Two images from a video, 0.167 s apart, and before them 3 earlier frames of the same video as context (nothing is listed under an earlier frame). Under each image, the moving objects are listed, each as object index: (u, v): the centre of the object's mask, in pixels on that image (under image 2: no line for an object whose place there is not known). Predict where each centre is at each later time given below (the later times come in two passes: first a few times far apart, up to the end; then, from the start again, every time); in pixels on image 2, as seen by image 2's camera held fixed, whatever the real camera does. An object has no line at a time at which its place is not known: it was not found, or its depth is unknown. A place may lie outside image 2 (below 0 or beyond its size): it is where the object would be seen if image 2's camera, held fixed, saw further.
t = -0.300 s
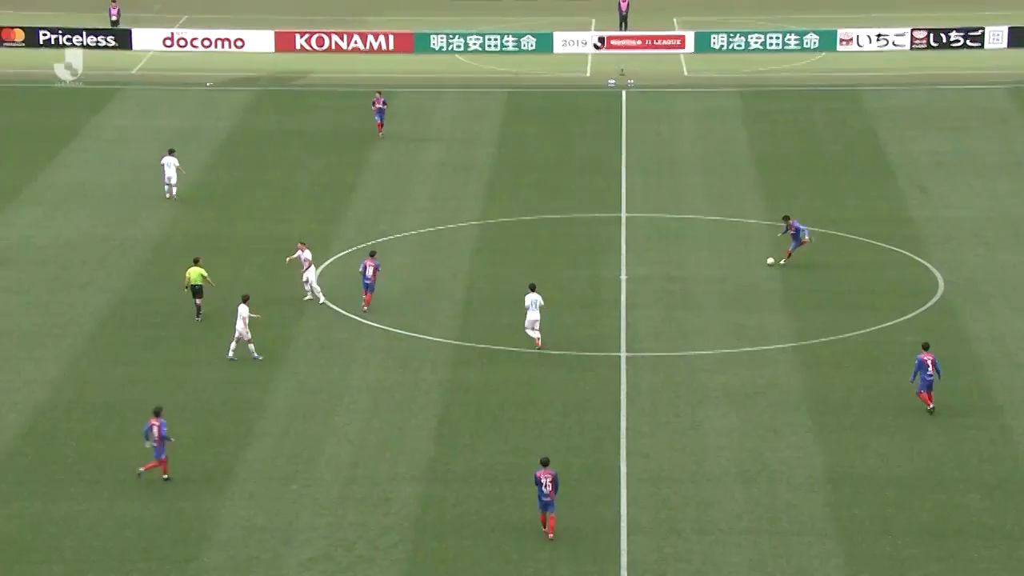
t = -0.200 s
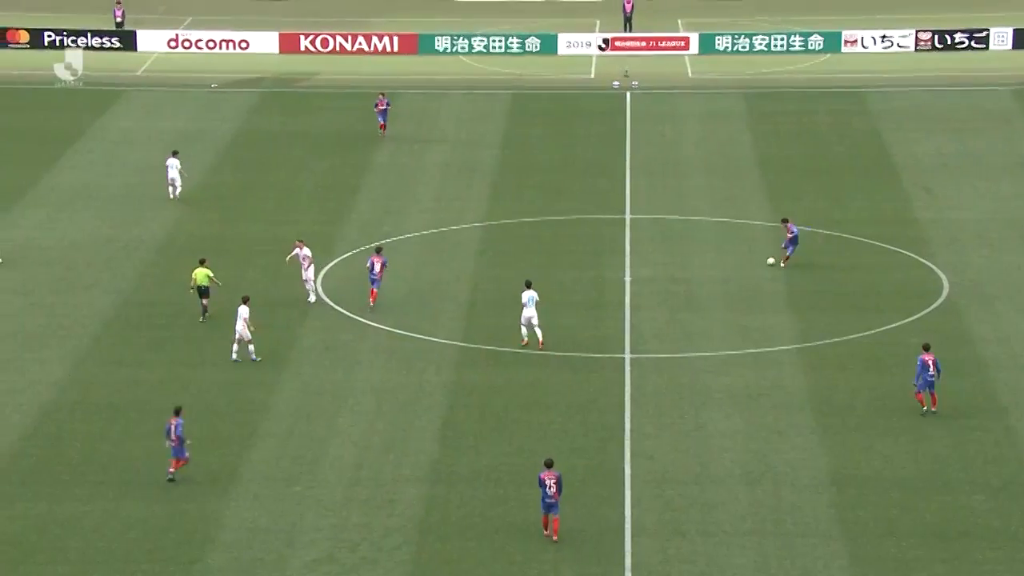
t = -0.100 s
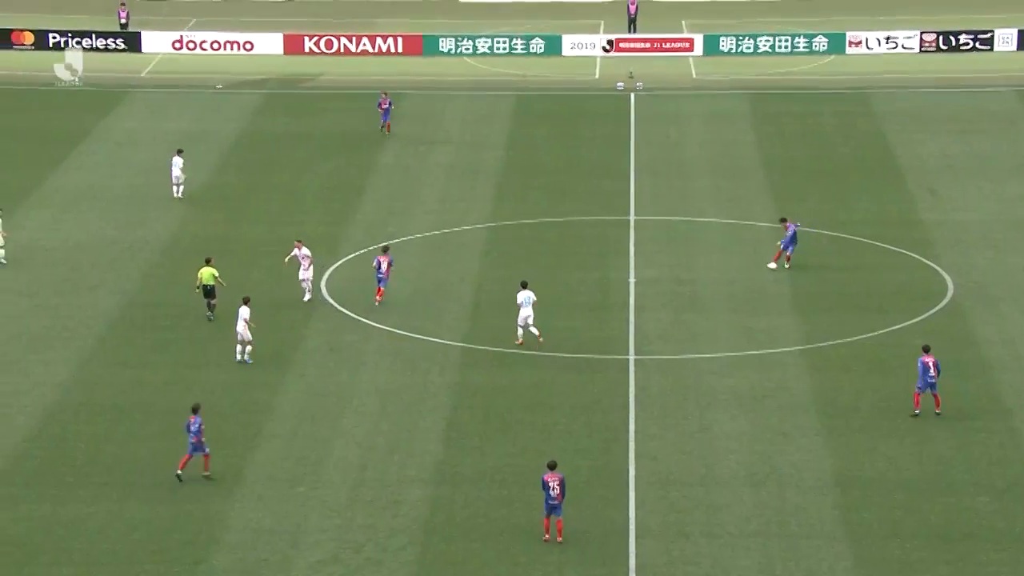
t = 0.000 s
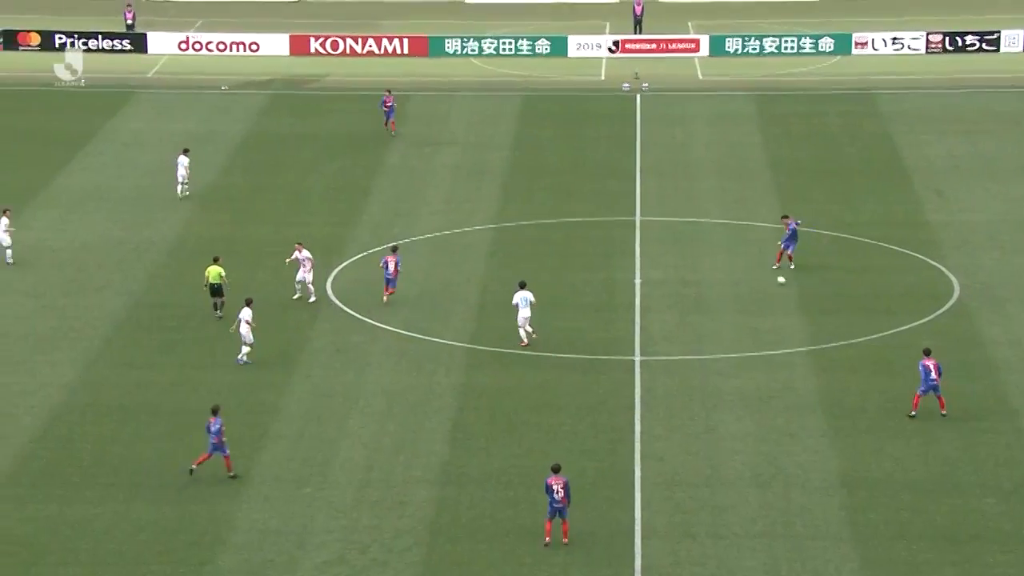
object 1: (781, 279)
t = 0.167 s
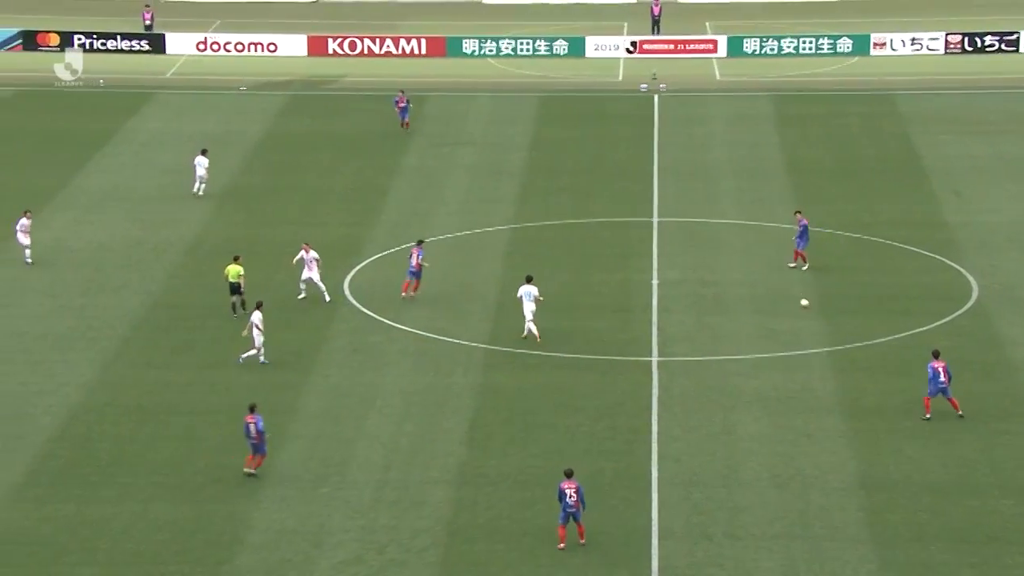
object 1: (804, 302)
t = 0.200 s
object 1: (805, 307)
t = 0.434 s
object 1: (818, 338)
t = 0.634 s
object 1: (832, 363)
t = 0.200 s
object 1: (805, 307)
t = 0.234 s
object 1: (807, 311)
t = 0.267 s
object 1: (809, 316)
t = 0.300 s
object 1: (810, 320)
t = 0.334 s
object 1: (812, 324)
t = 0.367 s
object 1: (814, 328)
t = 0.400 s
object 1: (816, 333)
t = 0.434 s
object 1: (818, 338)
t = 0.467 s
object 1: (820, 341)
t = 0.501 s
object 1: (822, 345)
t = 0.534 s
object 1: (825, 349)
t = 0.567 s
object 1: (827, 353)
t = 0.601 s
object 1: (829, 358)
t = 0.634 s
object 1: (832, 363)
